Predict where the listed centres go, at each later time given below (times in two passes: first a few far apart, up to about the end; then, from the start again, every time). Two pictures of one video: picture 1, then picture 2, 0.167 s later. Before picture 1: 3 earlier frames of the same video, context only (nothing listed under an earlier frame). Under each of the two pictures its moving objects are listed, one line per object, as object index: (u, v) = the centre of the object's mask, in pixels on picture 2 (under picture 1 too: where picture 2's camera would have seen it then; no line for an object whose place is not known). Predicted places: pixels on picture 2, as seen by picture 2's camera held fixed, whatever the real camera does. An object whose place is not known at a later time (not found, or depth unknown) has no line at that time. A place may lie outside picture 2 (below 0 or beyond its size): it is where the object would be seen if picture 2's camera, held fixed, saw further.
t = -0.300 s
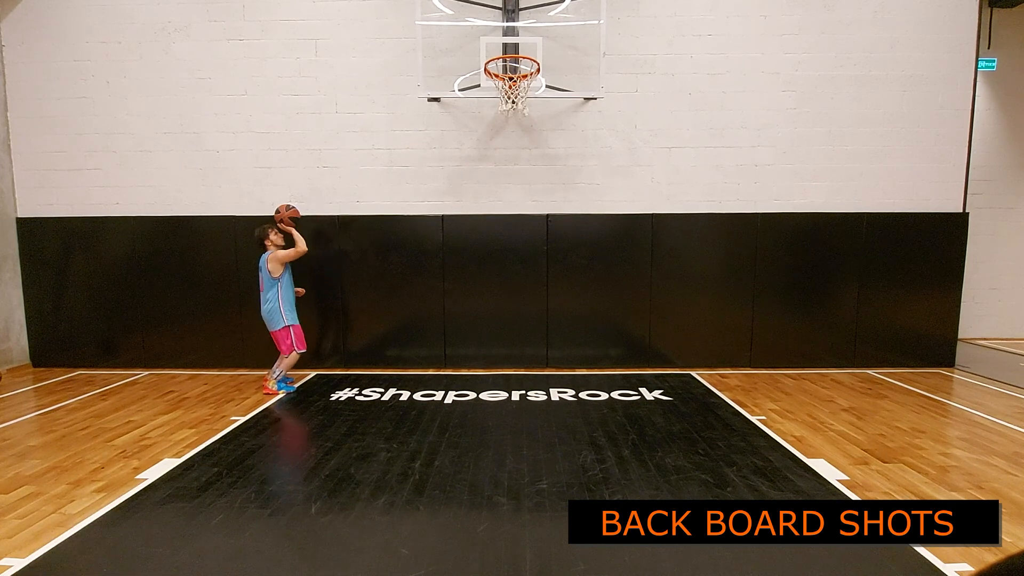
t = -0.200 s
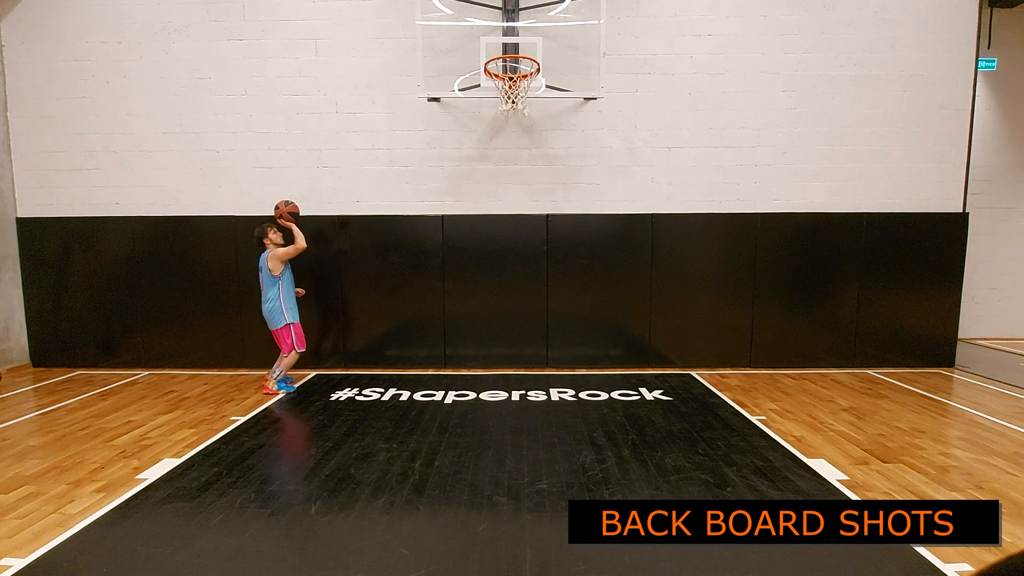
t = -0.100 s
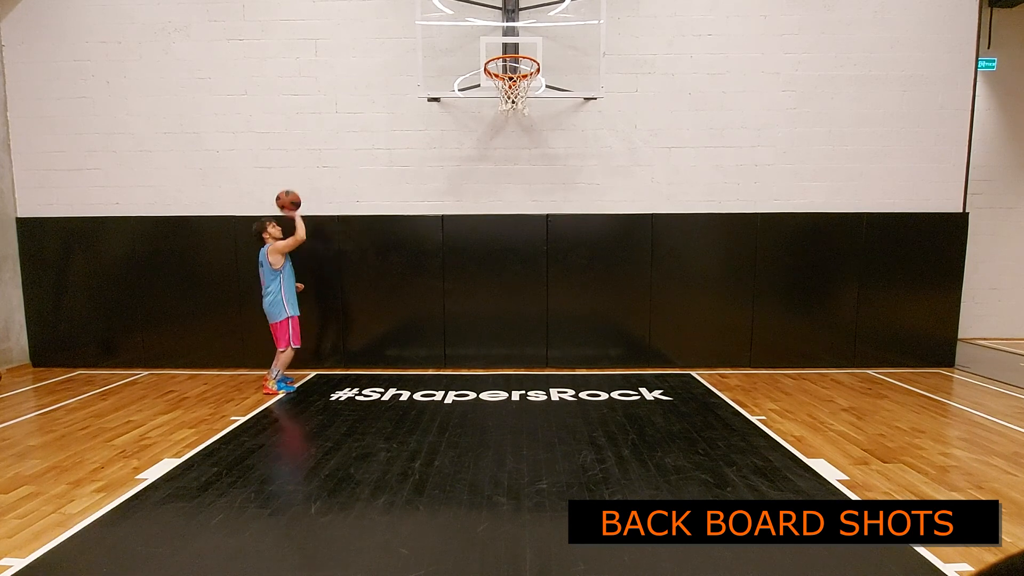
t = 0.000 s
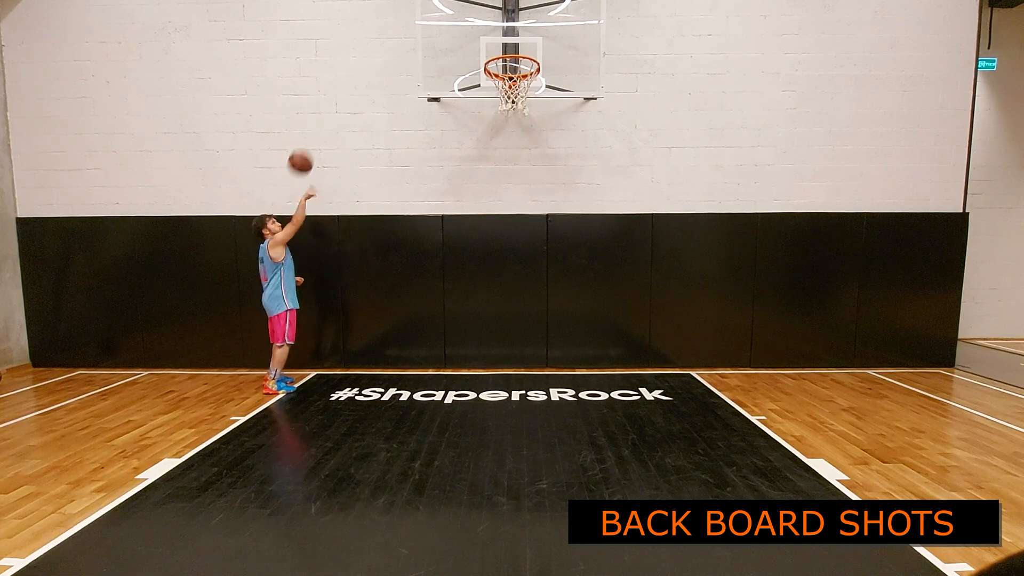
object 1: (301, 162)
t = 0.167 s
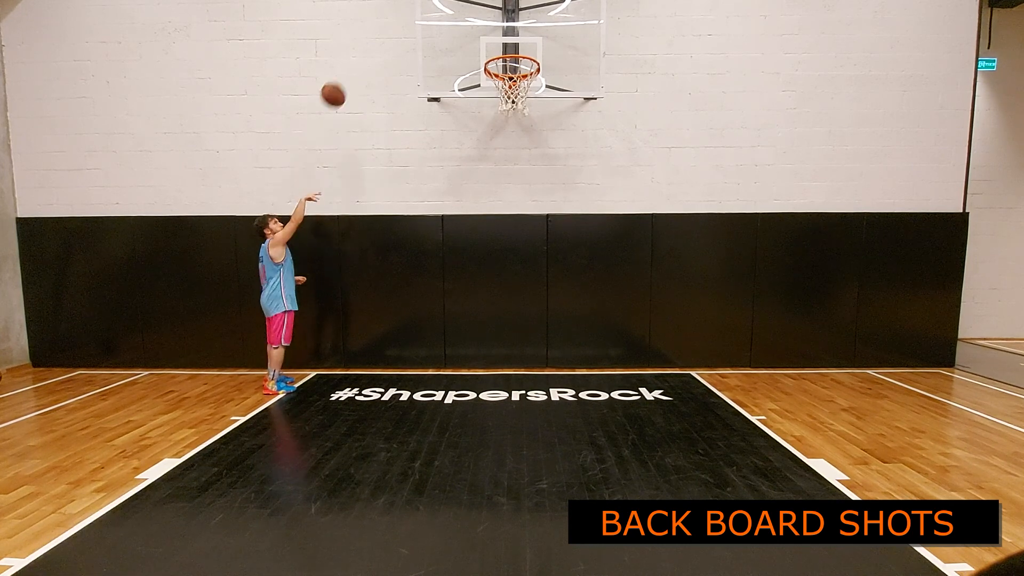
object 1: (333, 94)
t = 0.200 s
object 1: (340, 84)
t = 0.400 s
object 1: (382, 44)
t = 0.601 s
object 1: (386, 60)
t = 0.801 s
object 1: (356, 126)
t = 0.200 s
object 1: (340, 84)
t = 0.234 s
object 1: (347, 75)
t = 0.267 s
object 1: (354, 66)
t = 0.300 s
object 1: (361, 59)
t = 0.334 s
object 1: (368, 53)
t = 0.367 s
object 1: (375, 48)
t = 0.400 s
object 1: (382, 44)
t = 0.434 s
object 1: (389, 41)
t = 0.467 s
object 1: (396, 39)
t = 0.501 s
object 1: (403, 42)
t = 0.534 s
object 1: (397, 47)
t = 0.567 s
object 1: (392, 53)
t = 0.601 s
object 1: (386, 60)
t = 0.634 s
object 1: (381, 69)
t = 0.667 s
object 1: (376, 78)
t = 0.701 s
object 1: (371, 88)
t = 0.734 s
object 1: (366, 100)
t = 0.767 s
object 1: (361, 112)
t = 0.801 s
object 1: (356, 126)
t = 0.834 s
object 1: (352, 140)
